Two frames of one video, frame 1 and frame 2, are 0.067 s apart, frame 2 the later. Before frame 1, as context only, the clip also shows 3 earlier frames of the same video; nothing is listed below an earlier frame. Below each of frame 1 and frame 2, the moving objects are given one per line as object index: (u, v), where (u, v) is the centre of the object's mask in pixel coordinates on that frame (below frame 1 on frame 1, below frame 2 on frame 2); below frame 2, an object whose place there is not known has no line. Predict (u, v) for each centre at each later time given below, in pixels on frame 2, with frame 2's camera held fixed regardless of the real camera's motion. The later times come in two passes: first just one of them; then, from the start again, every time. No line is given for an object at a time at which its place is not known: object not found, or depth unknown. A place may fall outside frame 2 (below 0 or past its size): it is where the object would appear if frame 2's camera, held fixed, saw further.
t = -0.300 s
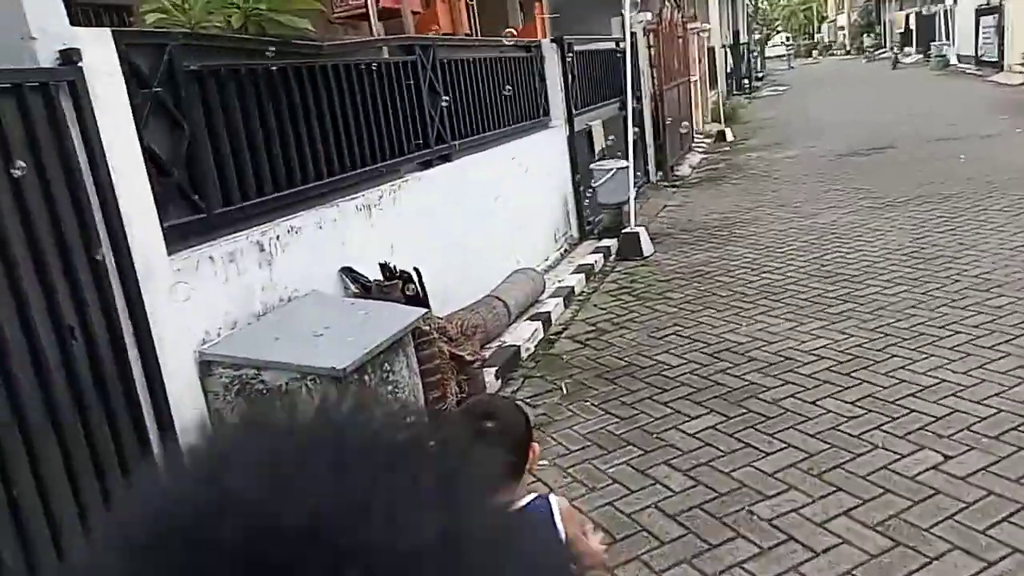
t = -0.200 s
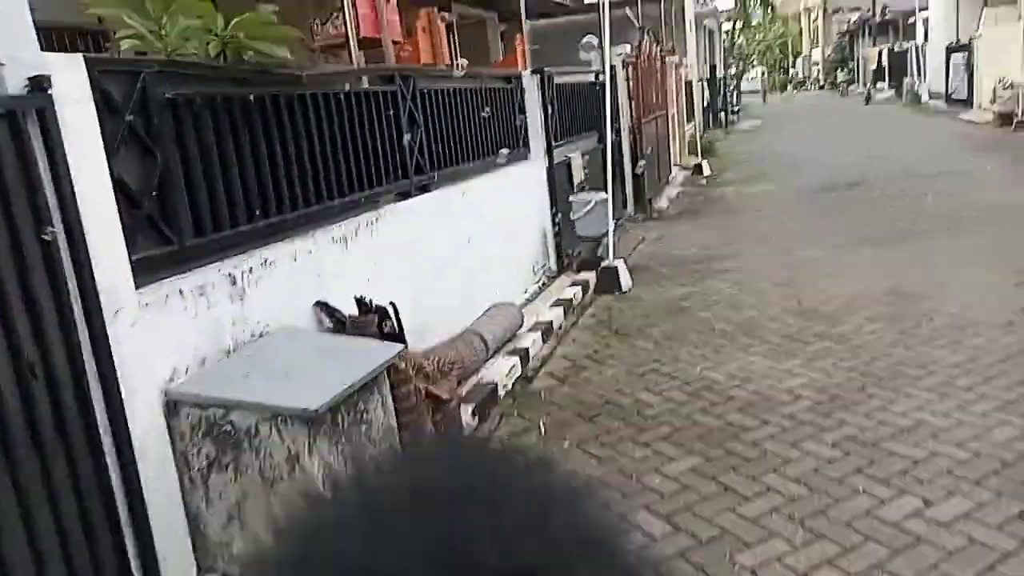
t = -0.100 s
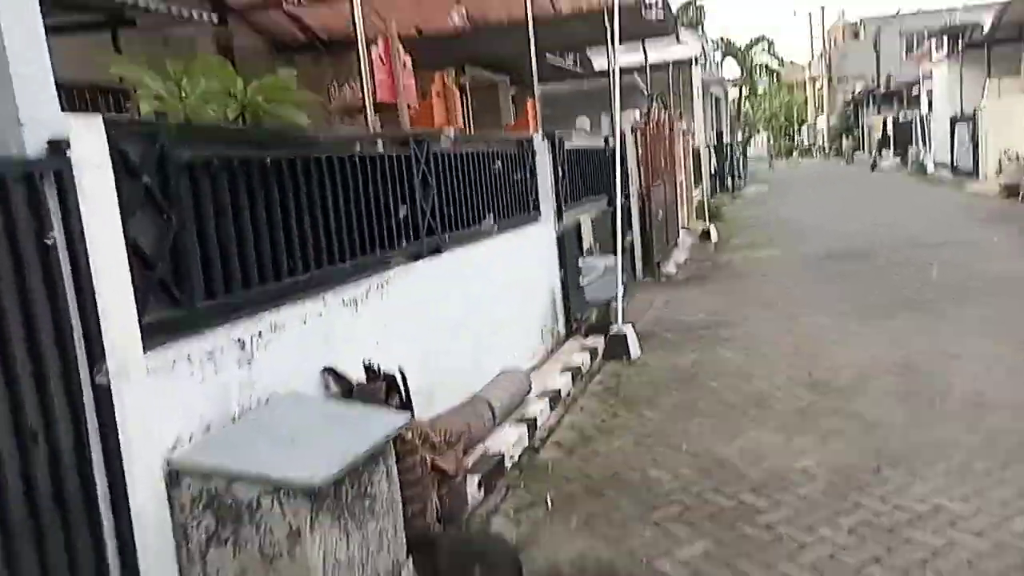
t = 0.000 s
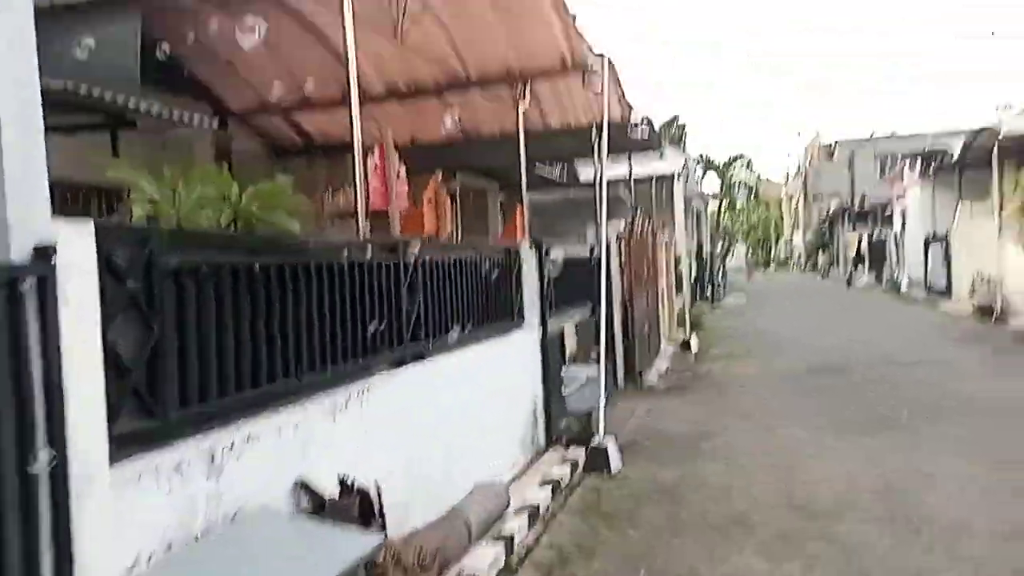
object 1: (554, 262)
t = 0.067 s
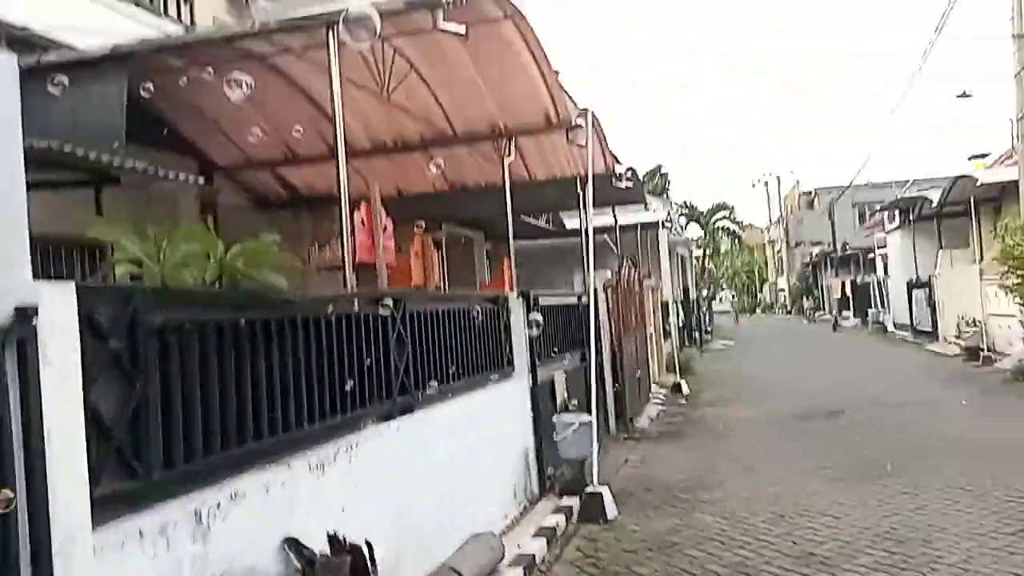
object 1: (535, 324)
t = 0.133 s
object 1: (525, 331)
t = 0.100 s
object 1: (532, 329)
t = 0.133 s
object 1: (525, 331)
